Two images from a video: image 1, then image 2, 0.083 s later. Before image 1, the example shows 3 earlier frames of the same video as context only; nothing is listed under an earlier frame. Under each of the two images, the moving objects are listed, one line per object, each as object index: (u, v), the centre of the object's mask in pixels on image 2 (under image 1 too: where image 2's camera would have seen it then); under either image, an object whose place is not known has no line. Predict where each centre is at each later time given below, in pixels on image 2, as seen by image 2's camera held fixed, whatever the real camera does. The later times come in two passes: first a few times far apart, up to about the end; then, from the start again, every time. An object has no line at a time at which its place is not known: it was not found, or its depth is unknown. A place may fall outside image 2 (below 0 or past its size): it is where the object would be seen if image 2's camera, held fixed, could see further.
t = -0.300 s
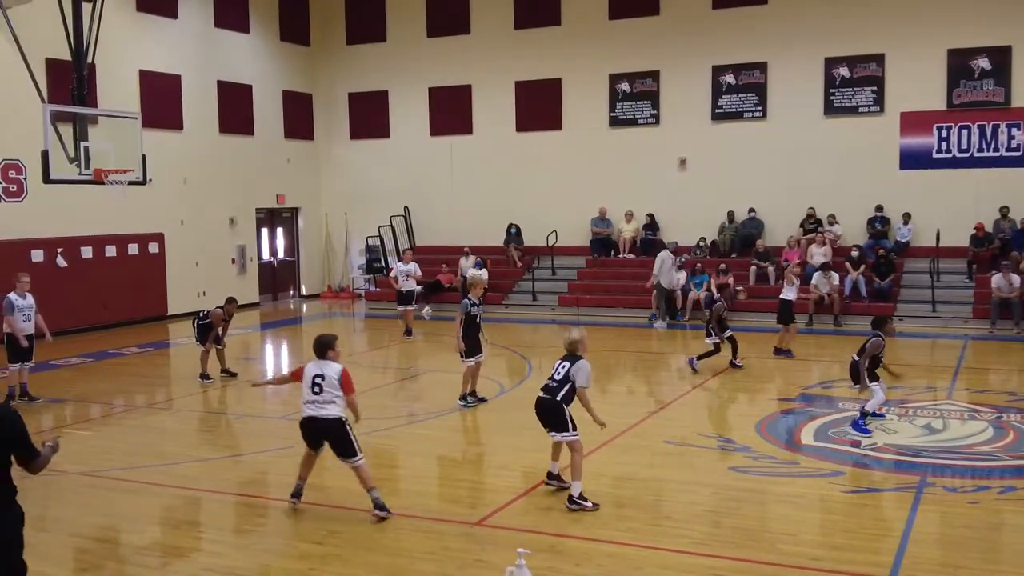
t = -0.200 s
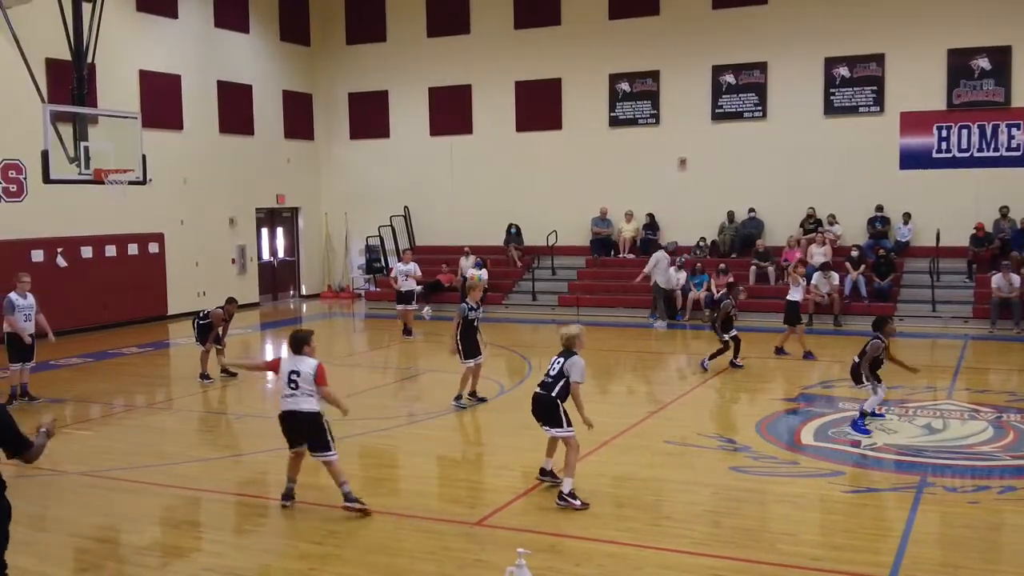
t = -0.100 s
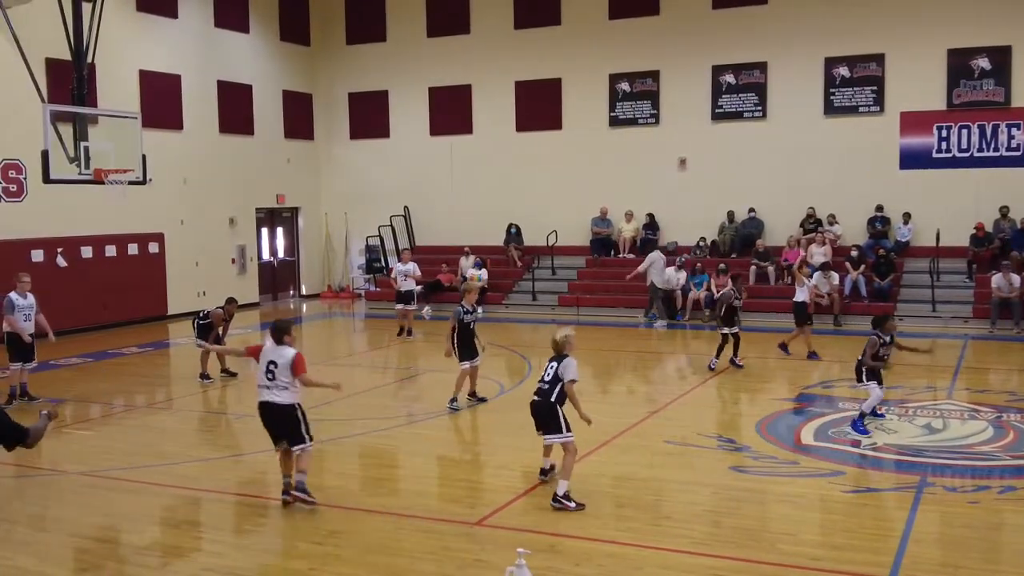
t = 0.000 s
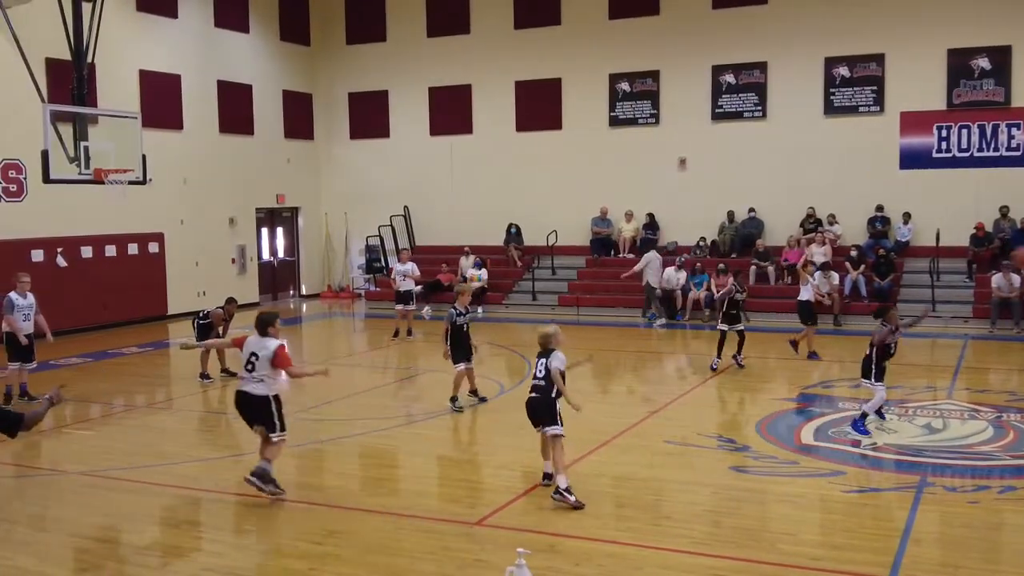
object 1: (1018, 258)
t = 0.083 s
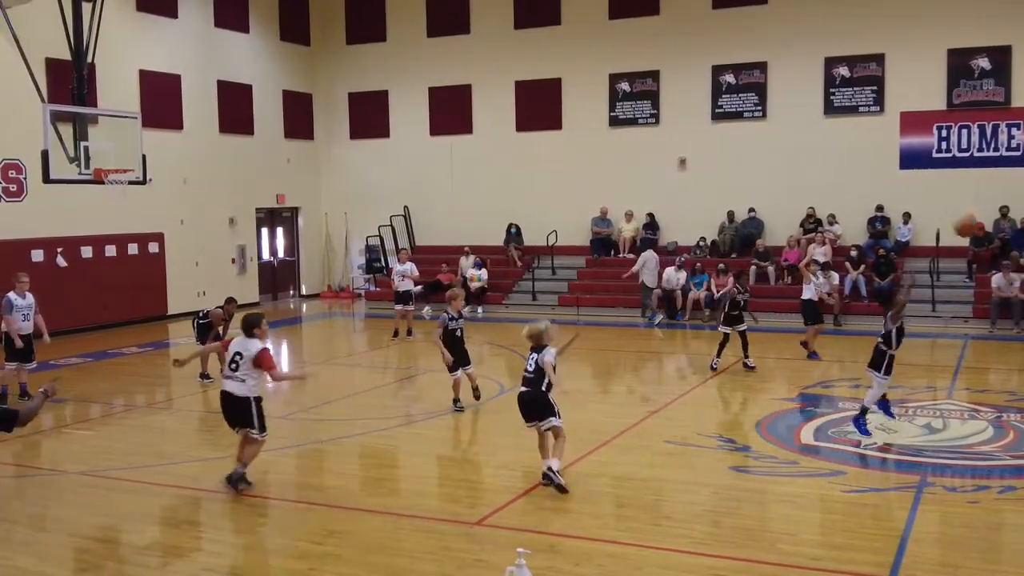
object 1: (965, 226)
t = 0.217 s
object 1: (862, 189)
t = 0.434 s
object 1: (689, 165)
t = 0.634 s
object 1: (524, 186)
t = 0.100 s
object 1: (953, 221)
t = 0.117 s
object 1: (940, 215)
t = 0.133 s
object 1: (928, 210)
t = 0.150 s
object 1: (915, 205)
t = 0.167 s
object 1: (901, 201)
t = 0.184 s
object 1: (888, 196)
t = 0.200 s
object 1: (876, 193)
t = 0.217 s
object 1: (862, 189)
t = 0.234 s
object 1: (850, 186)
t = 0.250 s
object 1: (837, 183)
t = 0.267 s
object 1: (823, 180)
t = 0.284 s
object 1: (810, 177)
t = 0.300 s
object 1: (797, 174)
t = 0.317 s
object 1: (783, 172)
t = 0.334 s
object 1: (770, 170)
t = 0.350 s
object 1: (757, 169)
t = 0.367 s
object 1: (743, 168)
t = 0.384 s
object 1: (730, 167)
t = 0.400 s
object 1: (716, 167)
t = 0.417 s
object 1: (702, 165)
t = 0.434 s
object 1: (689, 165)
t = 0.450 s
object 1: (676, 165)
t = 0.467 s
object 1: (662, 165)
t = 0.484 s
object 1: (648, 166)
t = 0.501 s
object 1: (635, 168)
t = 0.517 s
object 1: (621, 169)
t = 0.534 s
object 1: (607, 171)
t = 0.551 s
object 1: (593, 172)
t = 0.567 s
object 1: (579, 174)
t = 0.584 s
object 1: (565, 176)
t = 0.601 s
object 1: (552, 179)
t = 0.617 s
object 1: (538, 182)
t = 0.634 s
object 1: (524, 186)
